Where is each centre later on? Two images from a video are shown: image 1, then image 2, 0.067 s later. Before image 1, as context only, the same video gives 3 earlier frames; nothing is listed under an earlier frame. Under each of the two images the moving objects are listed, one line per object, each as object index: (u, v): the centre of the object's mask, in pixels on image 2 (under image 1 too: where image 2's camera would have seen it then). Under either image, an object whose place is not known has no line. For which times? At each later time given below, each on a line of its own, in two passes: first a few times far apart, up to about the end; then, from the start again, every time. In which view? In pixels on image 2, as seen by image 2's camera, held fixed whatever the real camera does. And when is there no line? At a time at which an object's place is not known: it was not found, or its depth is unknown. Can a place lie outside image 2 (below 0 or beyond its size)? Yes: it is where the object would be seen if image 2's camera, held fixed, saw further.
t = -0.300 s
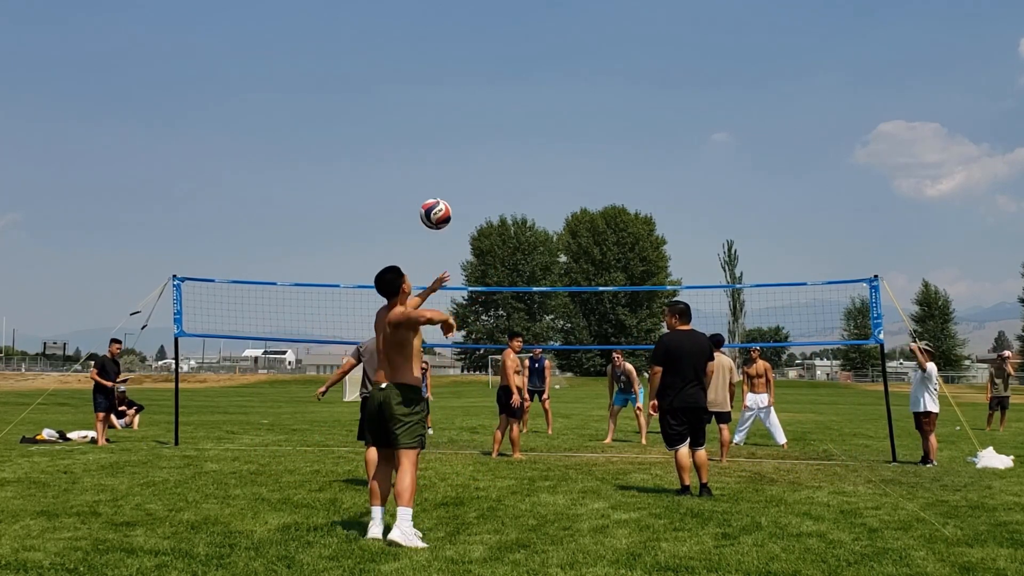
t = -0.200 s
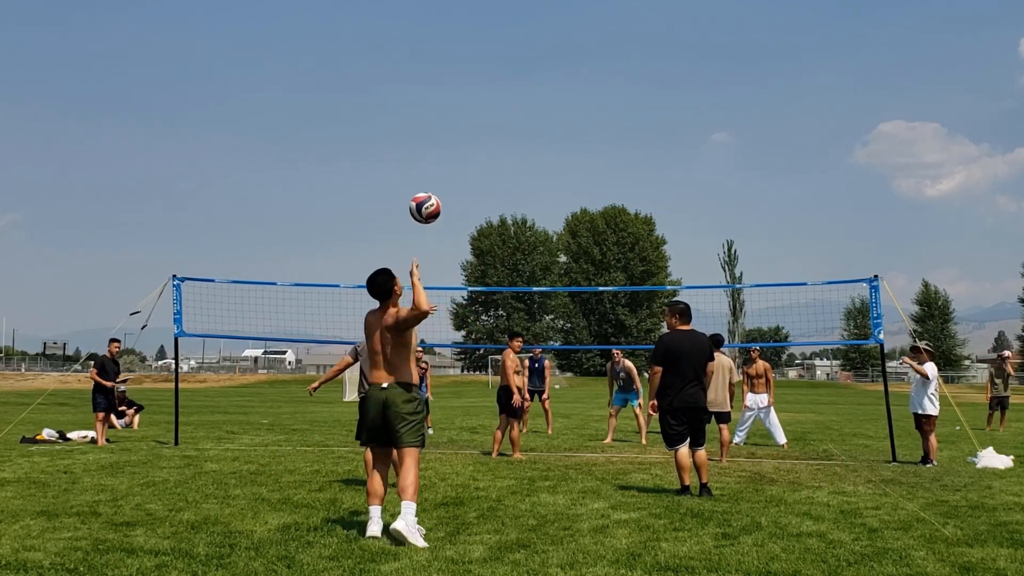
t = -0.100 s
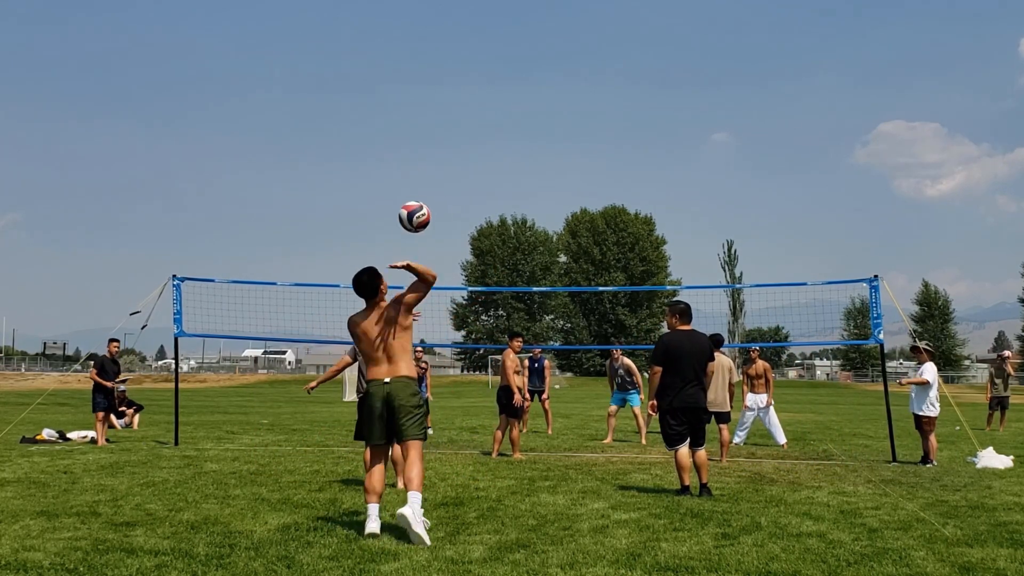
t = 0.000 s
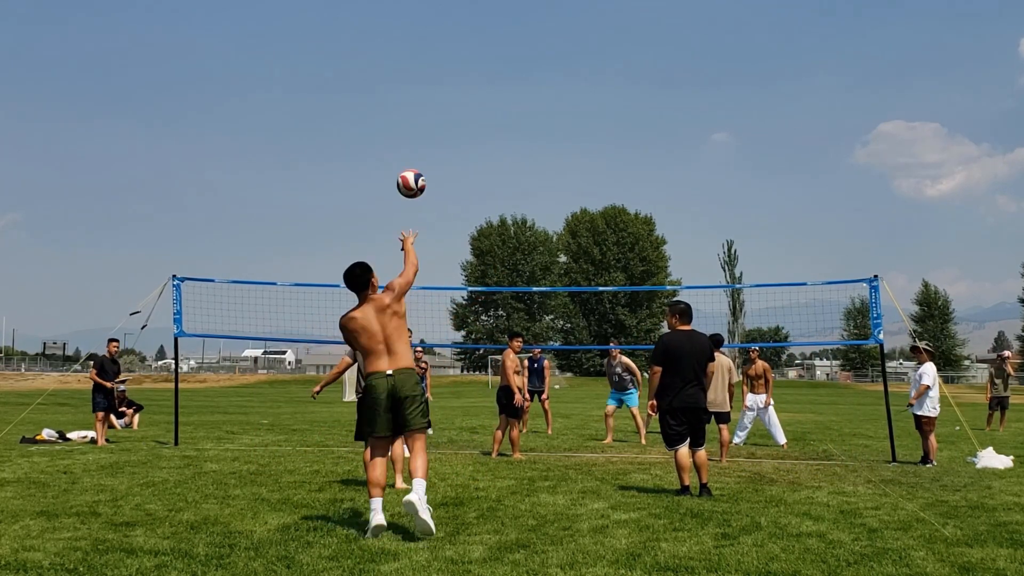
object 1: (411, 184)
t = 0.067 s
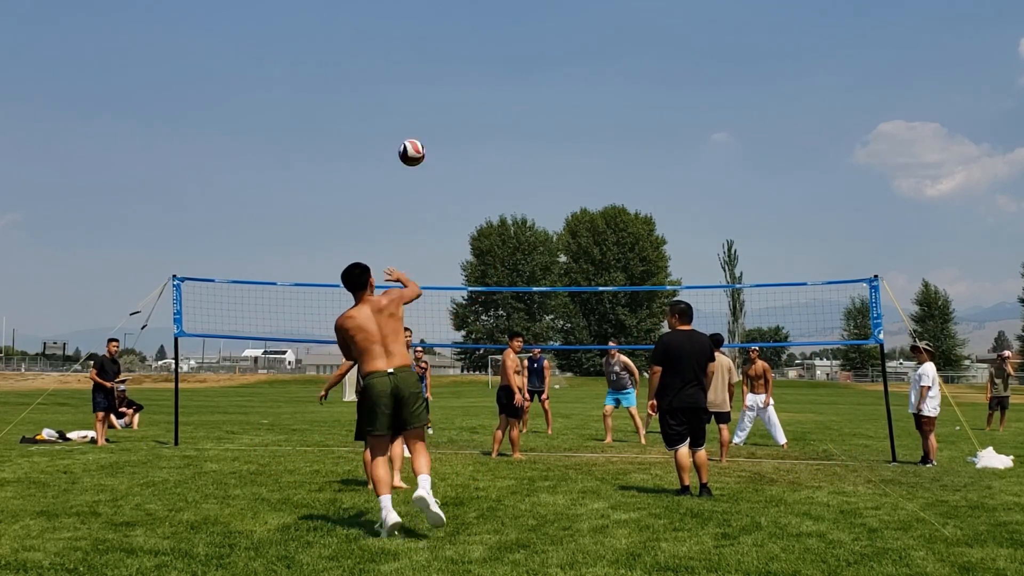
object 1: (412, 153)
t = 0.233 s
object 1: (410, 111)
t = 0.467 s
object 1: (406, 105)
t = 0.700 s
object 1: (398, 140)
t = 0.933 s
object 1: (389, 194)
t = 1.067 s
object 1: (384, 233)
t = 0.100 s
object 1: (412, 141)
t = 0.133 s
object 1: (411, 131)
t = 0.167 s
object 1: (411, 123)
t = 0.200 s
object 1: (411, 116)
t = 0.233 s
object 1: (410, 111)
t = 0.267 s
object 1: (410, 106)
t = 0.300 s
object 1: (409, 103)
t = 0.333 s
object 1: (409, 101)
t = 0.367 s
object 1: (408, 100)
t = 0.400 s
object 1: (407, 101)
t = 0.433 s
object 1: (407, 102)
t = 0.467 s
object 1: (406, 105)
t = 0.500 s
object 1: (405, 109)
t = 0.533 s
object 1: (404, 113)
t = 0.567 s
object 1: (403, 117)
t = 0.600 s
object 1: (402, 122)
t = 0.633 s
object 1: (401, 128)
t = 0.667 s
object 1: (399, 134)
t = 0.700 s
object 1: (398, 140)
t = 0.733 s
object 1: (397, 147)
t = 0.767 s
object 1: (395, 154)
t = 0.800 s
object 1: (394, 162)
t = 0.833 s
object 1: (393, 169)
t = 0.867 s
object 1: (391, 177)
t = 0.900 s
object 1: (390, 185)
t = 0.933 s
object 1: (389, 194)
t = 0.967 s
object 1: (388, 203)
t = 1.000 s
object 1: (387, 212)
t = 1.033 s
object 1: (385, 222)
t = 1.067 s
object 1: (384, 233)
